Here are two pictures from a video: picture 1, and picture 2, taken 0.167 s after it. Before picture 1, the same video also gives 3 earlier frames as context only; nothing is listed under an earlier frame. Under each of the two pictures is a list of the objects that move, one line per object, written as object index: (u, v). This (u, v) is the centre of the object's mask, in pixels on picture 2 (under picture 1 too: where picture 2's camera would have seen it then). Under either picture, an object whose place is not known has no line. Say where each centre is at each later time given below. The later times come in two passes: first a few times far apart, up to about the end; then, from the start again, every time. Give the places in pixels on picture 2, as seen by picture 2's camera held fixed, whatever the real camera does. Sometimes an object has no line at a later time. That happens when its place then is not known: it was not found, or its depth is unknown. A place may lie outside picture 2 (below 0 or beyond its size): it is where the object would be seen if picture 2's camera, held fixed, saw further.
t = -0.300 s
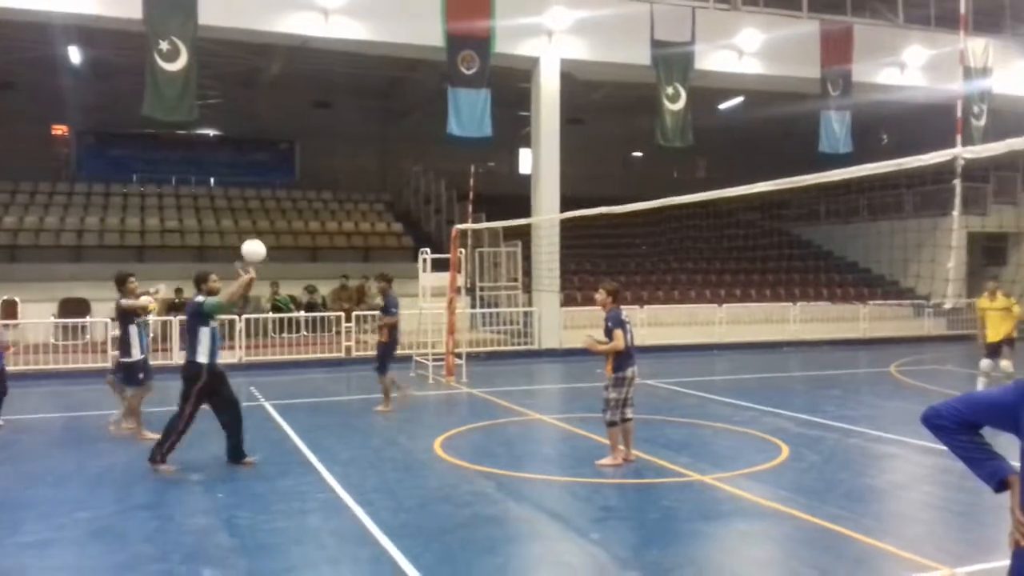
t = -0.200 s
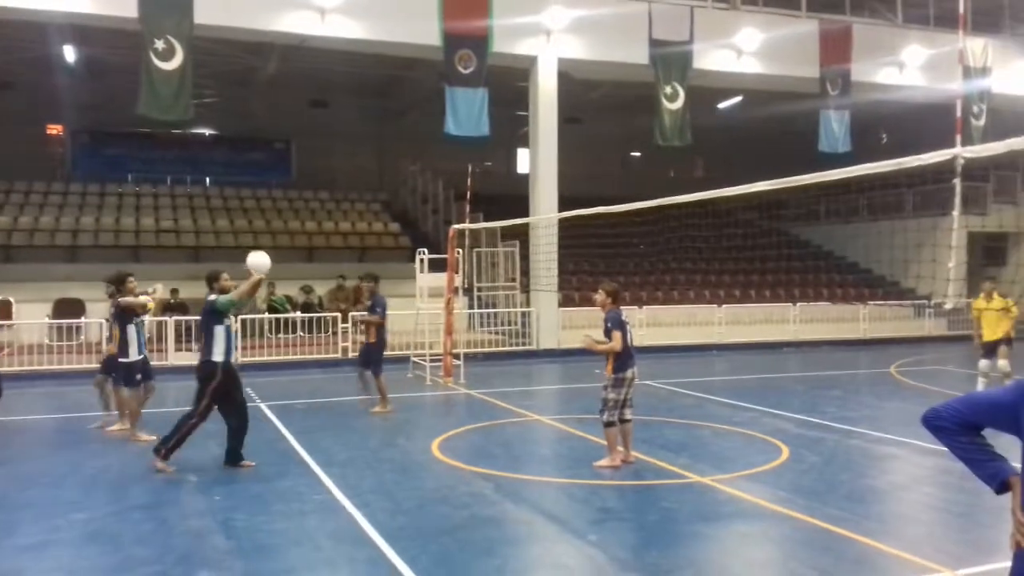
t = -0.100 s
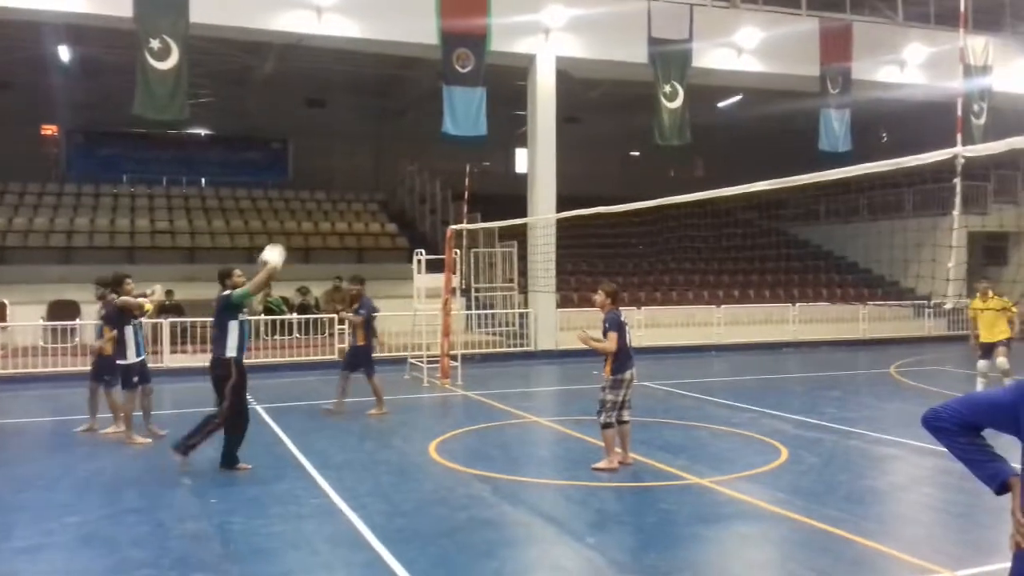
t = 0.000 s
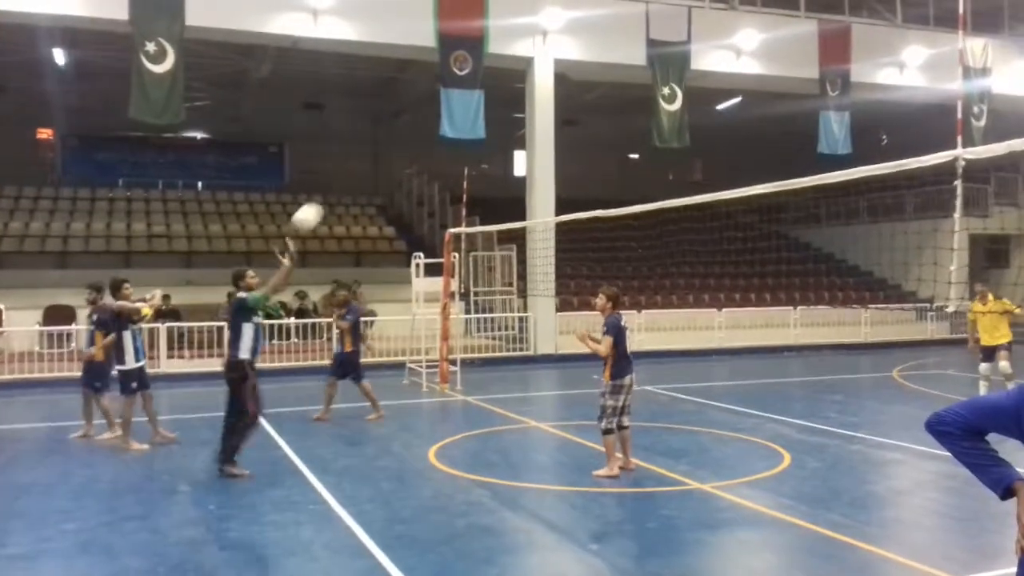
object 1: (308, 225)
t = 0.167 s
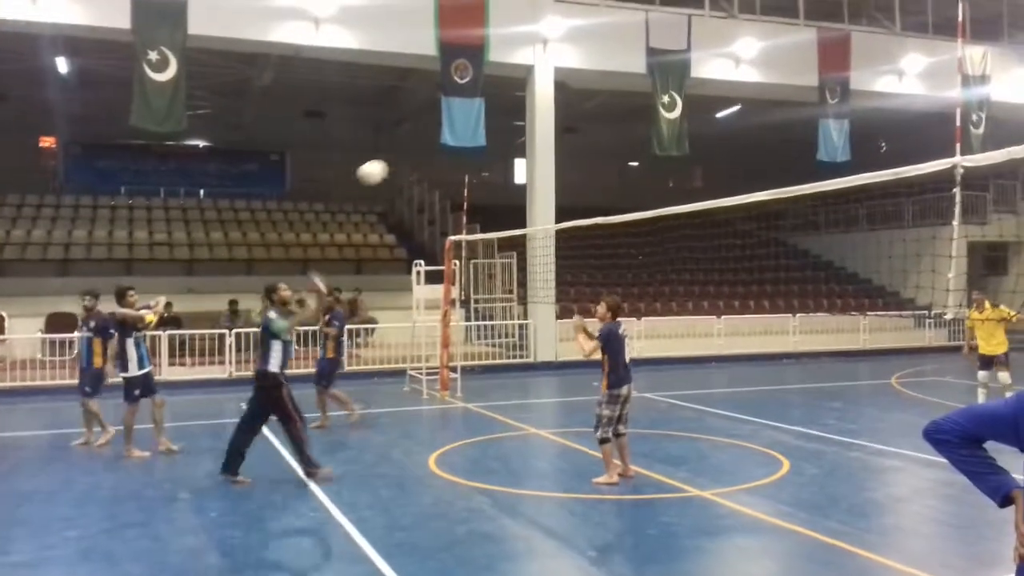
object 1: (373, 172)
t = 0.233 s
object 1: (398, 159)
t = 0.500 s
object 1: (496, 155)
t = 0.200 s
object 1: (385, 165)
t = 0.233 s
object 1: (398, 159)
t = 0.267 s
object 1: (411, 155)
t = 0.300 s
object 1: (423, 151)
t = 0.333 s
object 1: (434, 149)
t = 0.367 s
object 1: (447, 148)
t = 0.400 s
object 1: (460, 148)
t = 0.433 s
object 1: (472, 149)
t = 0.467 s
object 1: (484, 151)
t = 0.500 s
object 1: (496, 155)
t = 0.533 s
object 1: (506, 158)
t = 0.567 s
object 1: (519, 163)
